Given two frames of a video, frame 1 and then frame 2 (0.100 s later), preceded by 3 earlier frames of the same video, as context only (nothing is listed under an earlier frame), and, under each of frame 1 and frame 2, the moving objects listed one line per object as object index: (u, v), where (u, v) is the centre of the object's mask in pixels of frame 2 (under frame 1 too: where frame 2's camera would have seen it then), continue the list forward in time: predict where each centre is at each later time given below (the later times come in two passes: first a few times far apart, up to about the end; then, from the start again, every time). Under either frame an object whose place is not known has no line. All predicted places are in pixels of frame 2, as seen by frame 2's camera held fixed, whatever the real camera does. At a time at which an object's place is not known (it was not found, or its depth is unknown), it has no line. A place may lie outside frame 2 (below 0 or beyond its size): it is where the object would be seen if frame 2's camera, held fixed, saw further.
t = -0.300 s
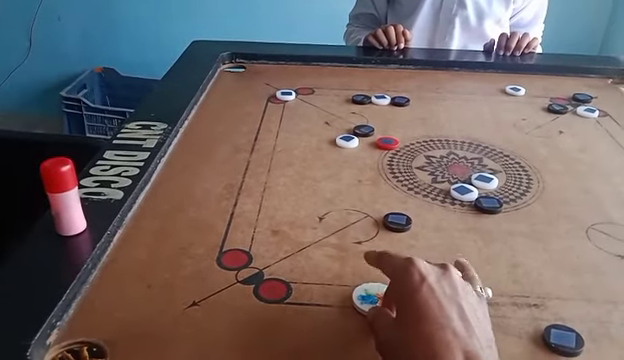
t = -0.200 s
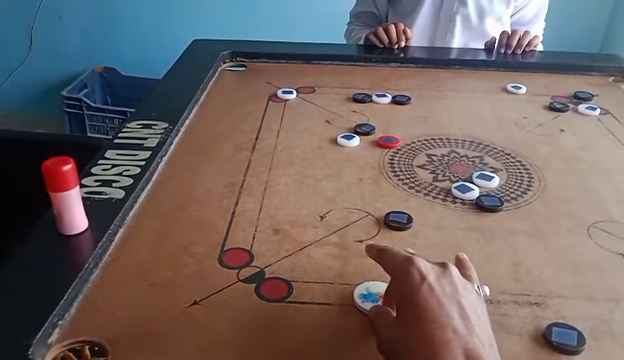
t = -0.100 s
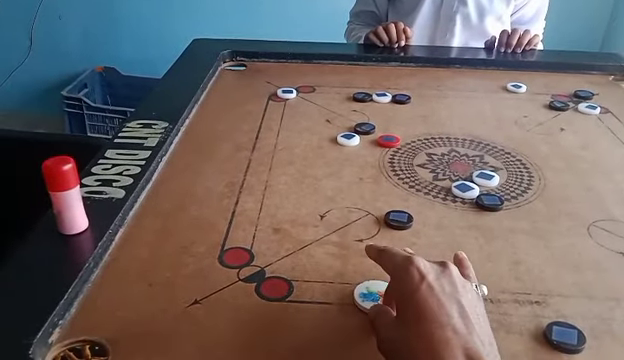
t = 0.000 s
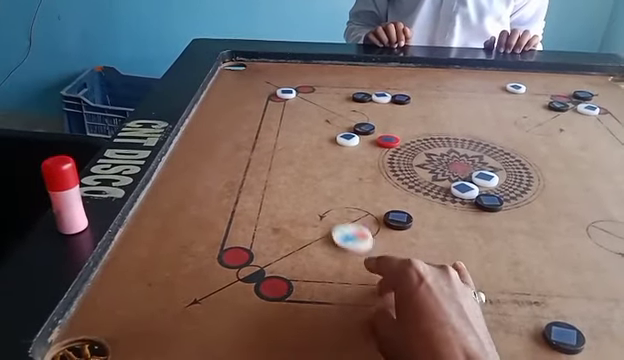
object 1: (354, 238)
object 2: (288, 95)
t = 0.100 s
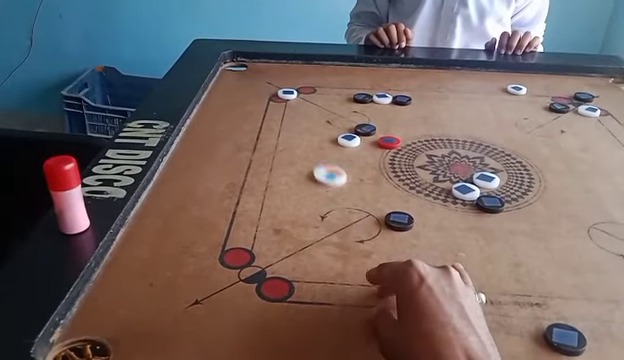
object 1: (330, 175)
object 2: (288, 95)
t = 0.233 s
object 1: (312, 119)
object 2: (288, 94)
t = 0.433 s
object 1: (330, 77)
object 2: (242, 78)
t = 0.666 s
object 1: (365, 89)
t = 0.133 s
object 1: (324, 158)
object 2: (288, 95)
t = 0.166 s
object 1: (319, 144)
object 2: (288, 94)
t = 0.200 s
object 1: (315, 131)
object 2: (288, 94)
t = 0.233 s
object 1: (312, 119)
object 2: (288, 94)
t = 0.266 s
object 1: (309, 108)
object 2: (287, 94)
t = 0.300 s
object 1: (307, 99)
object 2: (287, 94)
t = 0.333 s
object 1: (312, 92)
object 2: (276, 90)
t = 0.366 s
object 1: (318, 87)
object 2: (264, 86)
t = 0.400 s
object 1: (325, 82)
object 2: (252, 82)
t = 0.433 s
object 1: (330, 77)
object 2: (242, 78)
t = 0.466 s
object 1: (335, 72)
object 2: (231, 75)
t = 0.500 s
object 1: (340, 69)
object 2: (230, 73)
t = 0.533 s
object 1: (344, 73)
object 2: (241, 71)
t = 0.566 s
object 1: (349, 77)
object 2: (252, 69)
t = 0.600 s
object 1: (354, 81)
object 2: (260, 68)
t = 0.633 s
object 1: (359, 86)
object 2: (269, 66)
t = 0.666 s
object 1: (365, 89)
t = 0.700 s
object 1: (369, 90)
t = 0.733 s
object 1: (372, 91)
